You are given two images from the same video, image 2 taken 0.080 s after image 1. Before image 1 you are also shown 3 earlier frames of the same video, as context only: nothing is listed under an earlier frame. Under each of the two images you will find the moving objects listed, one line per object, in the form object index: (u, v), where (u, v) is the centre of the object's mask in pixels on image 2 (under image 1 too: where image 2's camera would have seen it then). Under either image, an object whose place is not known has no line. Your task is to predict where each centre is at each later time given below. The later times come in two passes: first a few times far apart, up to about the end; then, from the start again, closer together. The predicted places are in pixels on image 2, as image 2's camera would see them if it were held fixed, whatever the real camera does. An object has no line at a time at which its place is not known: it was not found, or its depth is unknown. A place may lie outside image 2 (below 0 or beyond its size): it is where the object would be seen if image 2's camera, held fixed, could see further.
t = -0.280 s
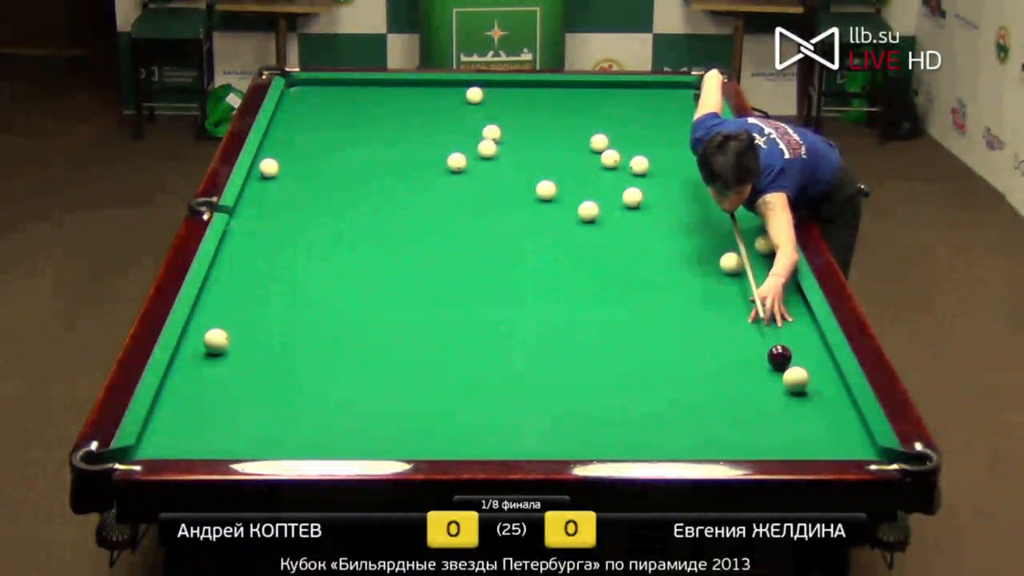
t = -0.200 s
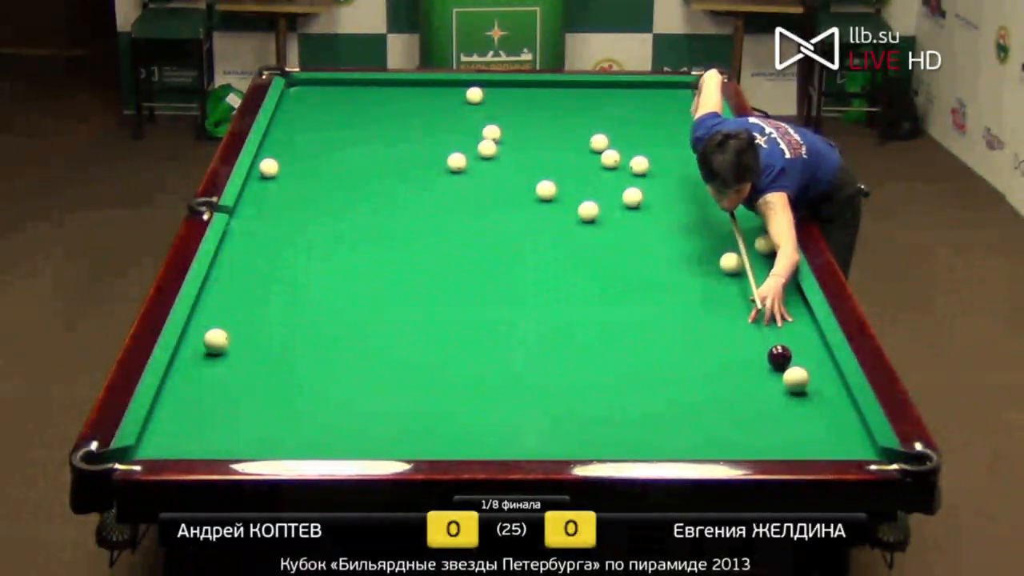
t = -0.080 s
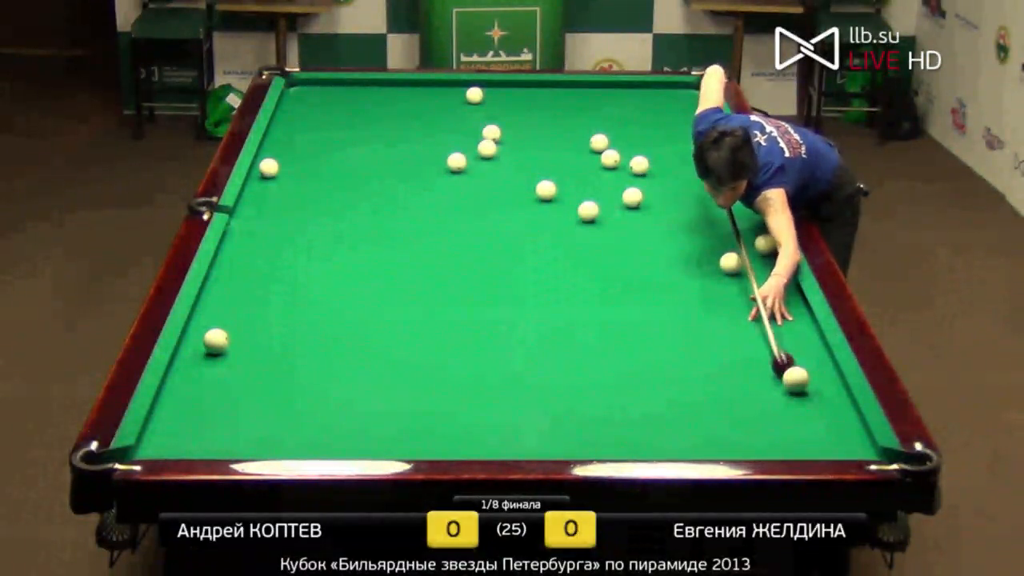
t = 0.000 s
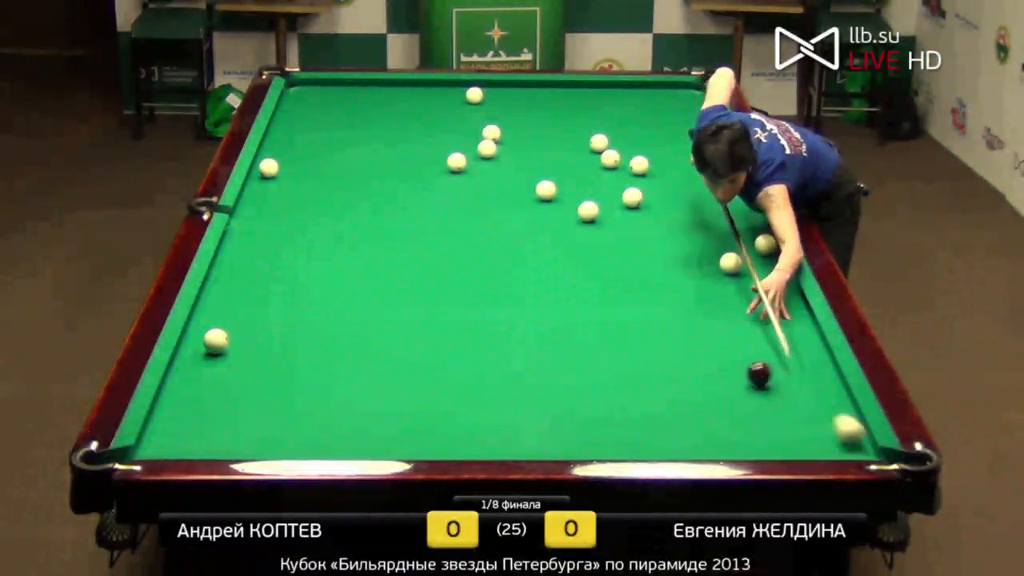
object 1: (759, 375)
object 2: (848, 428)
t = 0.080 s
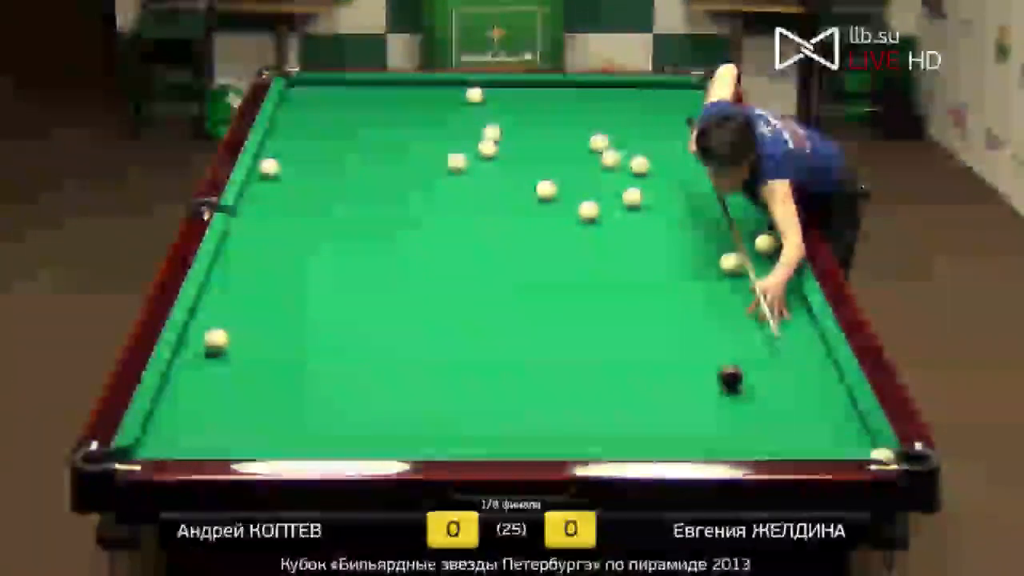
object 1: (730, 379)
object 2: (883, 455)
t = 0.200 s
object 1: (690, 379)
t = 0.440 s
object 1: (620, 367)
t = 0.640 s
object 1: (566, 351)
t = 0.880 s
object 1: (507, 333)
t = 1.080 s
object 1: (460, 319)
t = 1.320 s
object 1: (407, 303)
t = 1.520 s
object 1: (364, 291)
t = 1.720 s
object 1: (324, 280)
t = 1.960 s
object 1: (279, 266)
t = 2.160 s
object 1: (244, 255)
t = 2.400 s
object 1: (243, 246)
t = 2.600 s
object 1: (265, 240)
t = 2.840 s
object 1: (290, 233)
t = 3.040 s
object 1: (309, 228)
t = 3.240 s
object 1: (328, 222)
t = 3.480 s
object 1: (348, 216)
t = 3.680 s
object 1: (365, 212)
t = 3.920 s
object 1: (383, 206)
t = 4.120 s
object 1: (398, 202)
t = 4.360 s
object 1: (414, 198)
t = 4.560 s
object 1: (427, 194)
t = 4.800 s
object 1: (441, 190)
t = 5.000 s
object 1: (451, 186)
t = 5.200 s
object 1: (461, 183)
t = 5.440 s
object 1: (473, 180)
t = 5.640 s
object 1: (482, 177)
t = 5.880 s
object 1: (491, 174)
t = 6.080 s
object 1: (499, 171)
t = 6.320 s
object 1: (508, 169)
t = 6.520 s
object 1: (514, 167)
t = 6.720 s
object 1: (520, 165)
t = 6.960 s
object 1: (526, 163)
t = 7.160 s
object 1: (531, 162)
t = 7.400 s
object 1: (536, 160)
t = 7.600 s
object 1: (540, 159)
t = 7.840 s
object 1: (544, 158)
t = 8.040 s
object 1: (546, 157)
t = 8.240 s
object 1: (548, 157)
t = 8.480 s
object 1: (550, 157)
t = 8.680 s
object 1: (551, 156)
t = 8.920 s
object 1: (551, 156)
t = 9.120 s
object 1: (551, 156)
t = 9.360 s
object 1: (551, 156)
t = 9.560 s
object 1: (551, 156)
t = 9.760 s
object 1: (551, 156)
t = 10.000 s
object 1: (551, 156)
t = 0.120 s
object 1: (717, 379)
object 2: (886, 457)
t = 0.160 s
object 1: (703, 380)
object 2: (891, 461)
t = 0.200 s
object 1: (690, 379)
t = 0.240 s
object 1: (678, 379)
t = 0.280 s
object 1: (665, 377)
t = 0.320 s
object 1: (653, 376)
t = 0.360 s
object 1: (642, 373)
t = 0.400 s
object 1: (631, 370)
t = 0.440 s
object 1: (620, 367)
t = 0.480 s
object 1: (609, 363)
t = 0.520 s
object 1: (598, 360)
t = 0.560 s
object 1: (587, 357)
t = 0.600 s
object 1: (577, 354)
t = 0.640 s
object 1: (566, 351)
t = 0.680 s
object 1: (556, 348)
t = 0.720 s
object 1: (546, 345)
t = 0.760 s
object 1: (536, 342)
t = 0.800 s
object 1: (526, 339)
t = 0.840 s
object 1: (516, 336)
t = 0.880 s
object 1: (507, 333)
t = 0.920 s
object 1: (497, 331)
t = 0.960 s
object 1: (487, 327)
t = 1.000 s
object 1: (478, 325)
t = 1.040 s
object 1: (469, 322)
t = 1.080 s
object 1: (460, 319)
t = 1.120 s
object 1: (451, 317)
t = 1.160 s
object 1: (442, 314)
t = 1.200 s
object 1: (433, 311)
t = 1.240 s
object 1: (424, 309)
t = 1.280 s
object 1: (415, 306)
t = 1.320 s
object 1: (407, 303)
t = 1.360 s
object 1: (398, 301)
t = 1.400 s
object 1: (390, 299)
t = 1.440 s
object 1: (381, 296)
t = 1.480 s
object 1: (373, 294)
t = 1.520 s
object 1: (364, 291)
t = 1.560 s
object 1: (356, 289)
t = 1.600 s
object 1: (348, 287)
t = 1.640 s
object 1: (340, 284)
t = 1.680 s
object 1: (332, 282)
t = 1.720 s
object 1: (324, 280)
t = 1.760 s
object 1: (317, 277)
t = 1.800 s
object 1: (309, 275)
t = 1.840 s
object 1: (302, 273)
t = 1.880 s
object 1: (294, 270)
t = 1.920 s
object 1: (287, 268)
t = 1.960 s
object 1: (279, 266)
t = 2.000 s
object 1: (272, 264)
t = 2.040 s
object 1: (265, 262)
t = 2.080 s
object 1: (258, 260)
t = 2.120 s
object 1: (251, 257)
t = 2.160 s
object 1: (244, 255)
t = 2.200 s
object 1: (237, 254)
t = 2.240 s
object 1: (230, 251)
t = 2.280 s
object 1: (228, 249)
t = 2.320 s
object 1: (234, 248)
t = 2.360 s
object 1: (239, 247)
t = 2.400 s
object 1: (243, 246)
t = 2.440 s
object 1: (248, 245)
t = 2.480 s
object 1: (252, 243)
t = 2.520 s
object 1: (256, 242)
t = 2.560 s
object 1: (261, 241)
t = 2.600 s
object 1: (265, 240)
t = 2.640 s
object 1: (269, 239)
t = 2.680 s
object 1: (273, 238)
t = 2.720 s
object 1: (278, 236)
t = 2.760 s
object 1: (282, 235)
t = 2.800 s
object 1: (286, 234)
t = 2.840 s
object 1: (290, 233)
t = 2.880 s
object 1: (294, 232)
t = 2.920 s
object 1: (298, 231)
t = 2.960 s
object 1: (302, 230)
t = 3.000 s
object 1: (305, 229)
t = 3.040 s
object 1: (309, 228)
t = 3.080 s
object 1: (313, 227)
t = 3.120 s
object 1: (317, 225)
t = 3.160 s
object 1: (320, 224)
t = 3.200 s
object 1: (324, 223)
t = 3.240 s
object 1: (328, 222)
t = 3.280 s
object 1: (331, 221)
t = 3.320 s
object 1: (335, 220)
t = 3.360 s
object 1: (338, 220)
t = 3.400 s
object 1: (342, 218)
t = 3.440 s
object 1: (345, 217)
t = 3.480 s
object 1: (348, 216)
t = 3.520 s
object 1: (352, 216)
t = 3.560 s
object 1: (355, 214)
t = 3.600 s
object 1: (358, 214)
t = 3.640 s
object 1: (362, 213)
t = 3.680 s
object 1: (365, 212)
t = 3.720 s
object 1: (368, 211)
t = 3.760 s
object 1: (372, 210)
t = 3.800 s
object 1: (374, 209)
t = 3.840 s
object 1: (377, 208)
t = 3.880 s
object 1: (381, 207)
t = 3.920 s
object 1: (383, 206)
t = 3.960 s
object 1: (387, 206)
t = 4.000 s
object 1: (389, 205)
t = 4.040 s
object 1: (392, 204)
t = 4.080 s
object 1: (395, 203)
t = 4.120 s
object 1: (398, 202)
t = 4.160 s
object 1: (401, 202)
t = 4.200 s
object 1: (403, 201)
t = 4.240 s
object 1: (406, 200)
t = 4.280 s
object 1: (409, 199)
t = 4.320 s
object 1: (411, 199)
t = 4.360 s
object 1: (414, 198)
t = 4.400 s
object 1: (416, 197)
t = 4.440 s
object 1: (419, 196)
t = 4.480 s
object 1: (422, 195)
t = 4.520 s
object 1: (424, 195)
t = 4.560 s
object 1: (427, 194)
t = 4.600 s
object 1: (429, 193)
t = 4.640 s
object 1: (431, 192)
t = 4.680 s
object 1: (434, 192)
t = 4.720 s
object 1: (436, 191)
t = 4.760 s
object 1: (438, 190)
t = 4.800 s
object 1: (441, 190)
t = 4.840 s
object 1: (443, 189)
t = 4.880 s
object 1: (445, 188)
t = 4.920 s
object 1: (447, 188)
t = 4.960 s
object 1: (449, 187)
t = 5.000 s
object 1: (451, 186)
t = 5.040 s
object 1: (454, 186)
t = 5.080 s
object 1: (456, 185)
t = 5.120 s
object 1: (458, 184)
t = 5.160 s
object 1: (459, 184)
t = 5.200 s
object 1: (461, 183)
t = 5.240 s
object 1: (463, 183)
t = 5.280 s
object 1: (465, 182)
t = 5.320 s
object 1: (467, 182)
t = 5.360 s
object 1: (469, 181)
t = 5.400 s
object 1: (471, 180)
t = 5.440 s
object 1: (473, 180)
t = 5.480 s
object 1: (475, 179)
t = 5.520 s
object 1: (477, 178)
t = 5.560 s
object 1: (478, 178)
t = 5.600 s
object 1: (480, 177)
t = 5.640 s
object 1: (482, 177)
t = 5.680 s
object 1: (483, 176)
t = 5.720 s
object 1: (485, 176)
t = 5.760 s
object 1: (487, 175)
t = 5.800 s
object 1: (488, 175)
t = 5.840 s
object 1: (490, 174)
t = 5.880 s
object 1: (491, 174)
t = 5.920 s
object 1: (493, 173)
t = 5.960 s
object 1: (495, 173)
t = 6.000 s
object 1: (496, 172)
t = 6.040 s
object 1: (498, 172)
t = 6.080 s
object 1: (499, 171)
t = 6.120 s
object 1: (500, 171)
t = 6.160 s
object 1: (502, 170)
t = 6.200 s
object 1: (503, 170)
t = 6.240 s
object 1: (505, 169)
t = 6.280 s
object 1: (506, 169)
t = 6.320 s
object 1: (508, 169)
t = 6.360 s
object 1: (509, 168)
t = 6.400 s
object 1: (510, 168)
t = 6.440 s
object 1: (512, 167)
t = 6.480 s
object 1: (513, 167)
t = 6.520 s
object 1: (514, 167)
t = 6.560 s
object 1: (515, 166)
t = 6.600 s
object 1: (517, 166)
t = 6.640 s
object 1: (518, 166)
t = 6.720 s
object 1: (520, 165)
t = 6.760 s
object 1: (521, 165)
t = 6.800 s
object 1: (522, 164)
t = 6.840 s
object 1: (523, 164)
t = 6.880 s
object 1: (524, 164)
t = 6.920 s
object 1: (525, 164)
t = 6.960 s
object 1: (526, 163)
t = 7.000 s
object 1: (527, 163)
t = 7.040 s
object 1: (528, 163)
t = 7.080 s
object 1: (529, 162)
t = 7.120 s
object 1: (530, 162)
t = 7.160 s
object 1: (531, 162)
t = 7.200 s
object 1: (532, 161)
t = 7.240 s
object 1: (533, 161)
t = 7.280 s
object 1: (534, 161)
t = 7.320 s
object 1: (535, 161)
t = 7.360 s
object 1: (536, 161)
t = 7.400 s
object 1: (536, 160)
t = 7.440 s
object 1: (537, 160)
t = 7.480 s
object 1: (538, 160)
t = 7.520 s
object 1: (539, 159)
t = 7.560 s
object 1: (539, 159)
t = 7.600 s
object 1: (540, 159)
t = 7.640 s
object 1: (540, 159)
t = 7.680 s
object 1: (541, 159)
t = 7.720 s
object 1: (542, 158)
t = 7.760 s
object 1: (542, 158)
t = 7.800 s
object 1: (543, 158)
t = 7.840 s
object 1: (544, 158)
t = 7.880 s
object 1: (544, 158)
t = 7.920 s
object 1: (545, 158)
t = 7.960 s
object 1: (545, 158)
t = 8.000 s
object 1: (546, 158)
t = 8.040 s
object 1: (546, 157)
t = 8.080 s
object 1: (547, 157)
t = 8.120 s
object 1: (547, 157)
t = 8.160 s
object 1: (548, 157)
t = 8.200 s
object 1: (548, 157)
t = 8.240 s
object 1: (548, 157)
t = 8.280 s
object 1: (549, 157)
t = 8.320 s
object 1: (549, 157)
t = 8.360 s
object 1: (550, 157)
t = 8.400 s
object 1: (550, 156)
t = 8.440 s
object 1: (550, 157)
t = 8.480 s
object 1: (550, 157)
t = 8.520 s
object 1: (550, 156)
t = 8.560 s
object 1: (551, 156)
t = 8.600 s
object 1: (551, 156)
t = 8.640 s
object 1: (551, 156)
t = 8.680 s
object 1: (551, 156)
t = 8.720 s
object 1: (551, 156)
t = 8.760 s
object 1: (551, 156)
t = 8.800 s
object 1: (551, 156)
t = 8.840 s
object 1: (551, 156)
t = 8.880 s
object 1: (551, 156)
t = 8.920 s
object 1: (551, 156)
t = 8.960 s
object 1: (551, 156)
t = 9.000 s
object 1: (551, 156)
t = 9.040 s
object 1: (551, 156)
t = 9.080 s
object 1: (551, 156)
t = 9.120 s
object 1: (551, 156)
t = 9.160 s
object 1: (551, 156)
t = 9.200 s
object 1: (551, 156)
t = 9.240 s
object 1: (551, 156)
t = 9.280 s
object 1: (551, 156)
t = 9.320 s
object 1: (551, 156)
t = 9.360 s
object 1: (551, 156)
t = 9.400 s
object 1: (551, 156)
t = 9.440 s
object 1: (551, 156)
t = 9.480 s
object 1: (551, 156)
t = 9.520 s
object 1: (551, 156)
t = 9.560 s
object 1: (551, 156)
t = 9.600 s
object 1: (551, 156)
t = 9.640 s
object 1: (551, 156)
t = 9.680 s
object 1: (551, 156)
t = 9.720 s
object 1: (551, 156)
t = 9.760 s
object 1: (551, 156)
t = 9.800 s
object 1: (551, 156)
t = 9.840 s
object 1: (551, 156)
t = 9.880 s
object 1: (551, 156)
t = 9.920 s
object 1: (551, 156)
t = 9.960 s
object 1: (551, 156)
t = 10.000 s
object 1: (551, 156)
